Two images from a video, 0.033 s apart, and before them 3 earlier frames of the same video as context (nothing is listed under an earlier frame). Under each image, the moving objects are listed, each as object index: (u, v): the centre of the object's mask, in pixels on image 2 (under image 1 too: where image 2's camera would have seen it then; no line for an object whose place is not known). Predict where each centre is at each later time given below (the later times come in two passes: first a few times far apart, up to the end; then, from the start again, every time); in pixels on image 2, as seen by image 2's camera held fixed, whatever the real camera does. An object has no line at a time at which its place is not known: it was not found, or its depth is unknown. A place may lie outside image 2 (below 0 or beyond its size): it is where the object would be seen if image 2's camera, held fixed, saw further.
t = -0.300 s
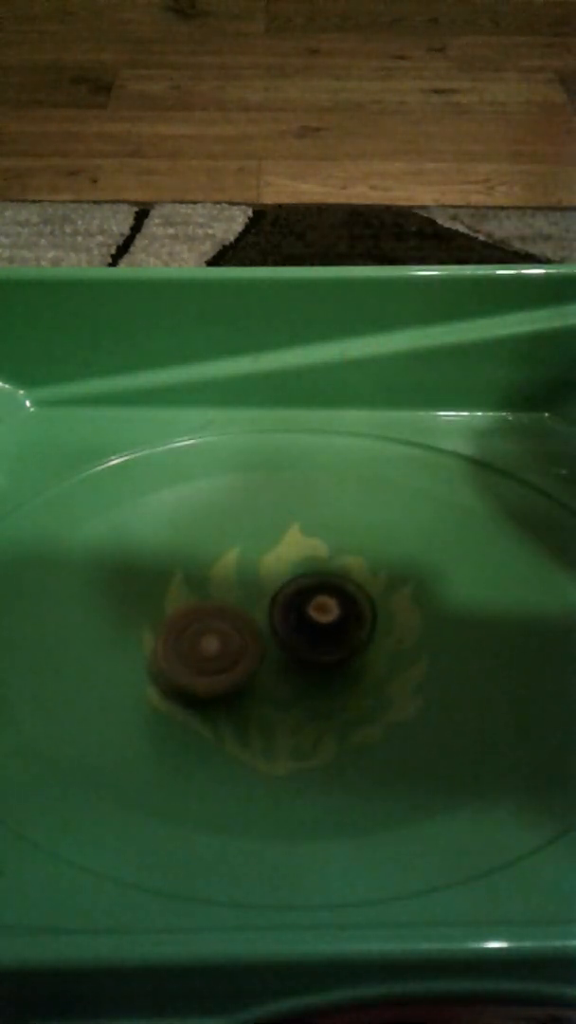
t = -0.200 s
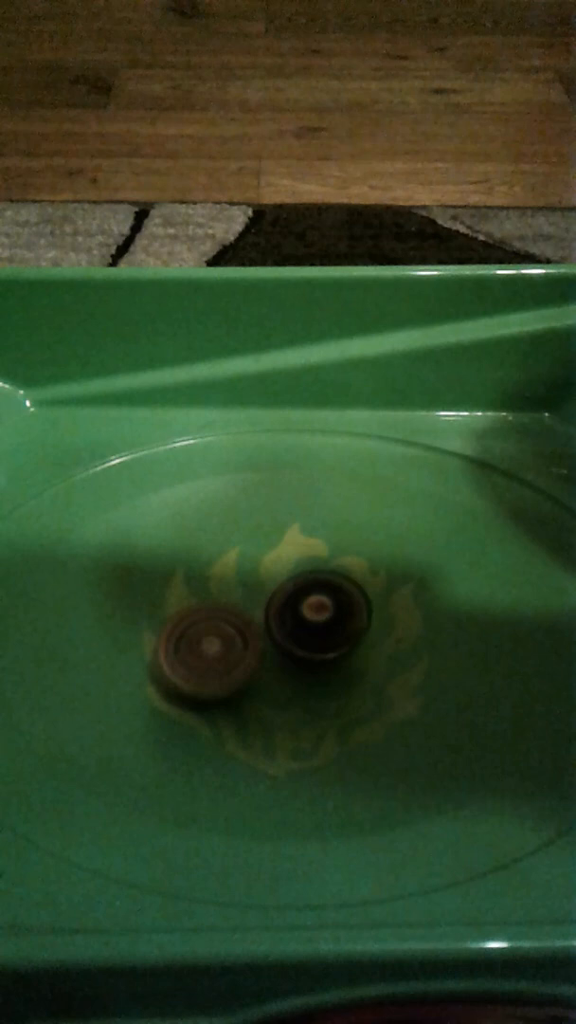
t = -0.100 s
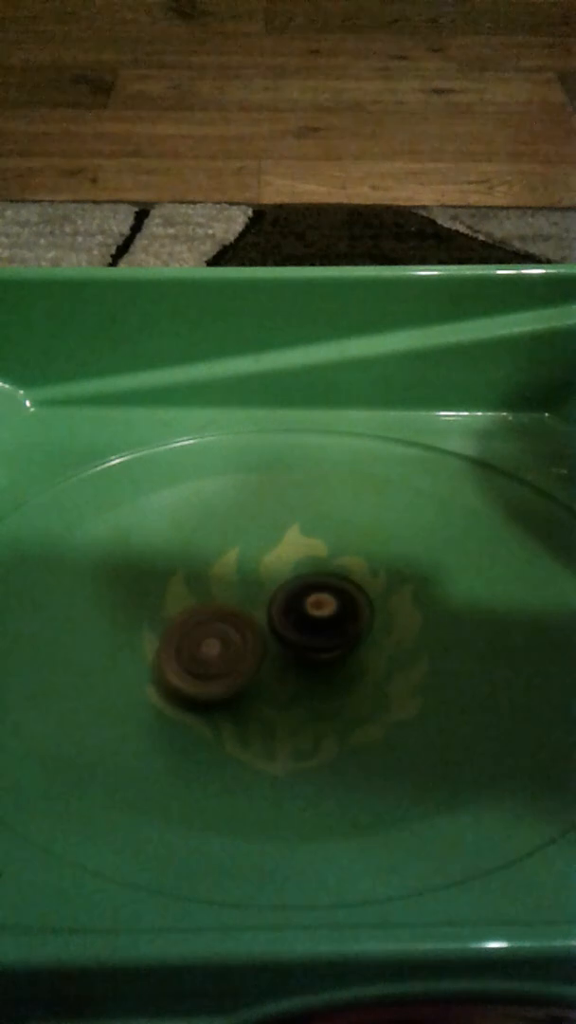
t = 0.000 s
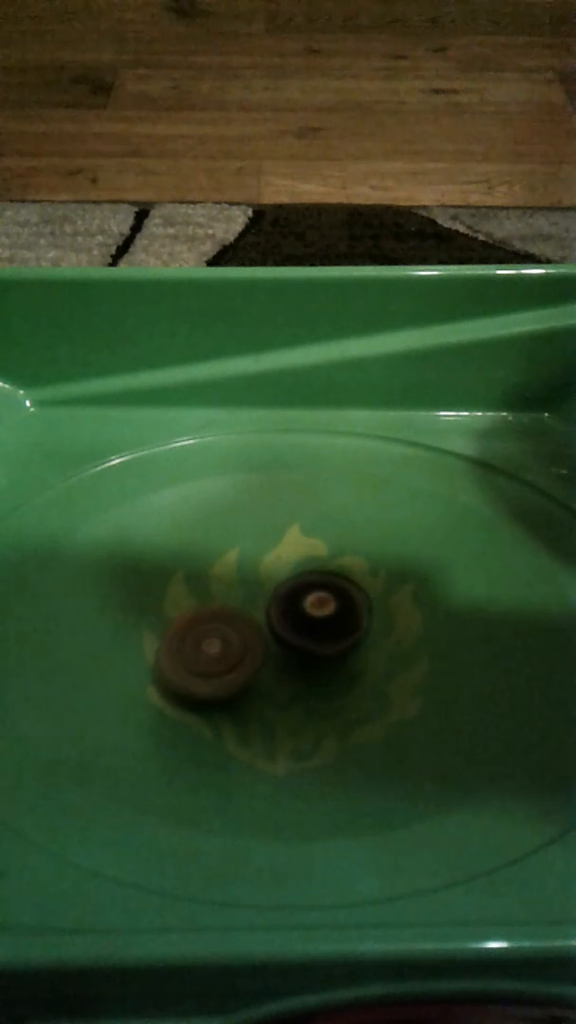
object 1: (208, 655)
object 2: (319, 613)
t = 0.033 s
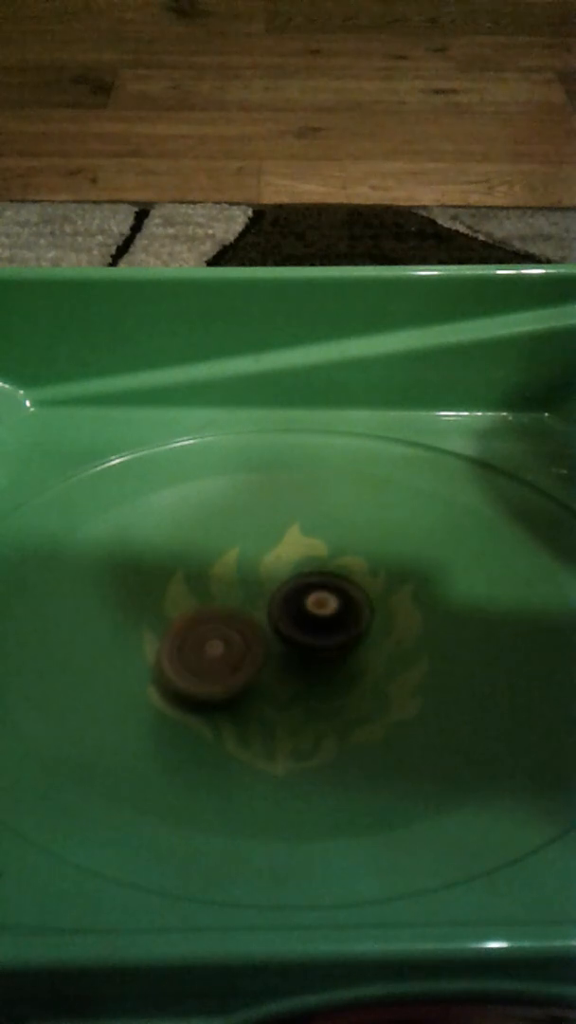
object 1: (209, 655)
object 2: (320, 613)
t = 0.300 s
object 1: (214, 660)
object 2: (319, 614)
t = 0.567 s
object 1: (206, 665)
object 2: (334, 613)
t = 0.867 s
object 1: (218, 672)
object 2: (331, 637)
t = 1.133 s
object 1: (218, 665)
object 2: (351, 647)
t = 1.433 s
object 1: (228, 661)
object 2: (355, 649)
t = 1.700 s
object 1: (246, 658)
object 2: (378, 643)
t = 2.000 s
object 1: (250, 661)
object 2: (385, 644)
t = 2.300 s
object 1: (252, 659)
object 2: (360, 620)
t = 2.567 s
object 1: (257, 660)
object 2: (365, 603)
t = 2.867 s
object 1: (261, 664)
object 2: (367, 606)
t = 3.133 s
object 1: (265, 669)
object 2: (341, 593)
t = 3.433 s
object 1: (263, 668)
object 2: (338, 565)
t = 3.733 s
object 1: (270, 667)
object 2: (341, 559)
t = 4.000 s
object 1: (273, 666)
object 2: (336, 562)
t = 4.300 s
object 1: (275, 669)
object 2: (322, 577)
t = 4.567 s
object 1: (281, 666)
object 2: (289, 577)
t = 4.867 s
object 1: (282, 669)
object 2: (266, 562)
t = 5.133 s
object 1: (287, 671)
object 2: (259, 563)
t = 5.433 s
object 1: (287, 671)
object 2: (250, 572)
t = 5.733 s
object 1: (291, 669)
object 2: (224, 593)
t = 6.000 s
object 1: (292, 667)
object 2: (216, 599)
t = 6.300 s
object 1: (304, 671)
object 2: (222, 608)
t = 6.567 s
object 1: (306, 671)
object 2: (204, 617)
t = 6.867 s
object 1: (316, 662)
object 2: (178, 606)
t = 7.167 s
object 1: (333, 670)
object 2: (208, 615)
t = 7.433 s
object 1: (339, 667)
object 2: (184, 654)
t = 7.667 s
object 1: (346, 656)
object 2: (205, 651)
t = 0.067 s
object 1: (209, 656)
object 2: (319, 613)
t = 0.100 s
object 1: (209, 656)
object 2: (320, 612)
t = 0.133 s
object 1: (208, 657)
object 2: (319, 613)
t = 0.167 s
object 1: (209, 657)
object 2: (320, 612)
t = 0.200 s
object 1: (210, 657)
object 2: (320, 612)
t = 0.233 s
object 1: (212, 659)
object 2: (319, 614)
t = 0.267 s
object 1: (213, 659)
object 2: (319, 614)
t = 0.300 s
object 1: (214, 660)
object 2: (319, 614)
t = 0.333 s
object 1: (213, 662)
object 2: (317, 614)
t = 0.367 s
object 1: (213, 662)
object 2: (317, 614)
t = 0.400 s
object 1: (212, 663)
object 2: (315, 613)
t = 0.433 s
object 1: (213, 661)
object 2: (316, 613)
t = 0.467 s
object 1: (210, 663)
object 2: (319, 612)
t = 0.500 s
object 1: (204, 662)
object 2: (328, 614)
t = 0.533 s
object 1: (205, 662)
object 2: (329, 615)
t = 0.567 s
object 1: (206, 665)
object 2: (334, 613)
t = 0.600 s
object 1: (209, 666)
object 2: (336, 616)
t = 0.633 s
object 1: (207, 669)
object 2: (336, 617)
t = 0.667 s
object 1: (208, 670)
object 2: (338, 621)
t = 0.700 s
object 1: (209, 671)
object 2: (341, 622)
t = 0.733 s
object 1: (210, 672)
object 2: (341, 624)
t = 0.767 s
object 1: (212, 672)
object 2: (336, 626)
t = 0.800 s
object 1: (213, 671)
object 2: (339, 630)
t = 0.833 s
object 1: (217, 671)
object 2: (337, 636)
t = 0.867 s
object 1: (218, 672)
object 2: (331, 637)
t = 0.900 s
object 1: (221, 670)
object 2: (332, 639)
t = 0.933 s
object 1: (221, 670)
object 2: (333, 639)
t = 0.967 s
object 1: (219, 669)
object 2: (336, 641)
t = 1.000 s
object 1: (220, 667)
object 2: (337, 646)
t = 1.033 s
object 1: (220, 664)
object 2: (337, 648)
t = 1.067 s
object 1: (220, 665)
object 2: (338, 648)
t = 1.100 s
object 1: (218, 667)
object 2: (343, 645)
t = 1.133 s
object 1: (218, 665)
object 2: (351, 647)
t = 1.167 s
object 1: (220, 664)
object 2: (351, 654)
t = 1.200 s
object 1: (218, 663)
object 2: (349, 653)
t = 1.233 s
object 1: (218, 663)
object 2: (351, 653)
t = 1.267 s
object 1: (219, 664)
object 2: (350, 651)
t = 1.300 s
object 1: (221, 664)
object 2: (354, 648)
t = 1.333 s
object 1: (222, 663)
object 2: (353, 649)
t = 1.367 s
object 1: (224, 660)
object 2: (353, 650)
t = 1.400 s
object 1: (227, 660)
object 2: (355, 650)
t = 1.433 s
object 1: (228, 661)
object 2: (355, 649)
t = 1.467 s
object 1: (232, 659)
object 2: (357, 648)
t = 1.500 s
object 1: (236, 661)
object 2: (356, 650)
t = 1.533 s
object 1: (238, 659)
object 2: (356, 649)
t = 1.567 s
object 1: (240, 658)
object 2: (363, 650)
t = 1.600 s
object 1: (242, 656)
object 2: (363, 648)
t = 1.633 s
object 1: (244, 656)
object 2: (369, 642)
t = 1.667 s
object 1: (247, 657)
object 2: (374, 643)
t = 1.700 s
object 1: (246, 658)
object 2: (378, 643)
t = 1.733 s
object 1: (245, 659)
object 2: (381, 644)
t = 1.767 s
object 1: (244, 659)
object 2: (385, 642)
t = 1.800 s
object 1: (244, 657)
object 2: (389, 642)
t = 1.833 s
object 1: (247, 657)
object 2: (393, 645)
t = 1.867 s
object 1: (249, 657)
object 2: (386, 646)
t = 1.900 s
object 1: (252, 659)
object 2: (383, 642)
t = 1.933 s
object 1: (252, 661)
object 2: (381, 645)
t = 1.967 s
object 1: (251, 661)
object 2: (383, 644)
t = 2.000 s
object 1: (250, 661)
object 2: (385, 644)
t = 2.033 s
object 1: (248, 659)
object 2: (381, 639)
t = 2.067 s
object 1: (250, 658)
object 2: (381, 639)
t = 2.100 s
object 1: (253, 659)
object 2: (378, 640)
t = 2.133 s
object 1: (253, 660)
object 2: (372, 638)
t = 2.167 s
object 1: (253, 661)
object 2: (371, 637)
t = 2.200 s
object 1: (251, 663)
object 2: (366, 634)
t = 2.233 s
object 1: (251, 659)
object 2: (366, 628)
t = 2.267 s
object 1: (251, 660)
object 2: (364, 624)
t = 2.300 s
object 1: (252, 659)
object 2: (360, 620)
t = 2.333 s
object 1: (254, 660)
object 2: (362, 617)
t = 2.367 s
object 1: (254, 662)
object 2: (362, 616)
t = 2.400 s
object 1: (253, 663)
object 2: (359, 609)
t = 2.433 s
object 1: (254, 664)
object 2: (364, 607)
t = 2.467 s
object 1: (253, 664)
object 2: (362, 606)
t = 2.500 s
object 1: (254, 661)
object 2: (363, 603)
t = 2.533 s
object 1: (256, 660)
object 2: (367, 602)
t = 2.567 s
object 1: (257, 660)
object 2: (365, 603)
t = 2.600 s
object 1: (260, 661)
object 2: (366, 603)
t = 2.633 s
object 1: (260, 665)
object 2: (370, 602)
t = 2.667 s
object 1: (259, 667)
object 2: (369, 600)
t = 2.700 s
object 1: (259, 664)
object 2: (369, 603)
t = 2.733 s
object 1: (256, 663)
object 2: (370, 604)
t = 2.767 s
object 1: (257, 661)
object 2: (367, 603)
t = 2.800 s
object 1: (259, 662)
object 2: (370, 605)
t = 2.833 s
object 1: (262, 662)
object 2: (369, 608)
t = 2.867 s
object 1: (261, 664)
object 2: (367, 606)
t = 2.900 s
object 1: (259, 665)
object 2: (366, 606)
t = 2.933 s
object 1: (259, 664)
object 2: (363, 606)
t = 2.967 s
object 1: (259, 663)
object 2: (360, 604)
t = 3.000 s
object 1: (260, 664)
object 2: (358, 604)
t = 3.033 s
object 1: (263, 663)
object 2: (354, 602)
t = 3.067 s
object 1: (264, 665)
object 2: (352, 600)
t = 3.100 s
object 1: (265, 665)
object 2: (347, 599)
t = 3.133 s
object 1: (265, 669)
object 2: (341, 593)
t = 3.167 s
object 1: (263, 669)
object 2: (340, 591)
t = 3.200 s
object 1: (263, 668)
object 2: (341, 591)
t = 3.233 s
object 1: (264, 667)
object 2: (333, 584)
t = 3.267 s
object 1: (264, 667)
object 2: (334, 580)
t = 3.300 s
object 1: (264, 665)
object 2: (335, 582)
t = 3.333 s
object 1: (265, 668)
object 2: (338, 579)
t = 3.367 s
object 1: (265, 668)
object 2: (337, 576)
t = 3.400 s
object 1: (265, 669)
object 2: (333, 574)
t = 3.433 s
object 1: (263, 668)
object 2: (338, 565)
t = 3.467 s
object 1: (264, 667)
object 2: (342, 571)
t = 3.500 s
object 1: (265, 667)
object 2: (341, 568)
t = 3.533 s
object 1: (268, 666)
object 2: (340, 564)
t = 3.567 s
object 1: (269, 668)
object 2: (339, 565)
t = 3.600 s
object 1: (268, 669)
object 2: (340, 563)
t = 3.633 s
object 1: (268, 670)
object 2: (343, 561)
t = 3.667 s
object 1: (267, 669)
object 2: (340, 563)
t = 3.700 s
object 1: (268, 668)
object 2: (341, 561)
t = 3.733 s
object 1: (270, 667)
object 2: (341, 559)
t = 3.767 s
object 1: (270, 667)
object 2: (341, 562)
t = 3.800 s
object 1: (271, 667)
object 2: (342, 560)
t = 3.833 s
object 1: (271, 669)
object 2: (345, 559)
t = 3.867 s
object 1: (270, 669)
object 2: (345, 561)
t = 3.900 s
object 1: (270, 669)
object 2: (345, 563)
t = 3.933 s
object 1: (269, 670)
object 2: (344, 563)
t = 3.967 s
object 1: (270, 667)
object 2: (340, 565)
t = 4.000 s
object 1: (273, 666)
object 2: (336, 562)
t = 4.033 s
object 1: (274, 666)
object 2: (335, 560)
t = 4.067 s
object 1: (275, 669)
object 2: (334, 562)
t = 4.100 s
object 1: (274, 671)
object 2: (338, 565)
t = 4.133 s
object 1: (274, 671)
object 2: (336, 567)
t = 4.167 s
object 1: (273, 671)
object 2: (330, 572)
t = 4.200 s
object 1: (271, 670)
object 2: (325, 571)
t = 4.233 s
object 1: (271, 671)
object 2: (325, 573)
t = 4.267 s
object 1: (275, 669)
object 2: (326, 575)
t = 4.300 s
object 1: (275, 669)
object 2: (322, 577)
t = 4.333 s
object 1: (275, 670)
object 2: (317, 577)
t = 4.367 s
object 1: (276, 671)
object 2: (311, 579)
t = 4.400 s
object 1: (276, 672)
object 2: (309, 577)
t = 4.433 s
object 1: (275, 671)
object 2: (306, 576)
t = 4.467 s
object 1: (275, 671)
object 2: (301, 578)
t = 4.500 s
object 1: (275, 666)
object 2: (292, 576)
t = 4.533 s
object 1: (279, 664)
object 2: (285, 579)
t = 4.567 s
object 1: (281, 666)
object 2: (289, 577)
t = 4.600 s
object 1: (284, 666)
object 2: (285, 573)
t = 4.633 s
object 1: (284, 669)
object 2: (279, 573)
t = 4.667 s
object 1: (280, 670)
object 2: (276, 572)
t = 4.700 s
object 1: (280, 668)
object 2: (275, 567)
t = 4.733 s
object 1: (280, 668)
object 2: (272, 572)
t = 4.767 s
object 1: (280, 667)
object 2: (277, 568)
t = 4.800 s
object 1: (283, 665)
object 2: (272, 565)
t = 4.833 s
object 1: (283, 669)
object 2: (267, 564)
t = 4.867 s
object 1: (282, 669)
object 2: (266, 562)
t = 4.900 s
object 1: (280, 670)
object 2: (265, 558)
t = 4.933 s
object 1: (279, 670)
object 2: (263, 563)
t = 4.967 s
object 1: (280, 664)
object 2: (267, 560)
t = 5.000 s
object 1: (283, 665)
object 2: (261, 565)
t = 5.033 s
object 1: (284, 666)
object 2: (255, 563)
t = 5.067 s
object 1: (287, 666)
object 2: (258, 564)
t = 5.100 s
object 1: (289, 670)
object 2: (261, 565)
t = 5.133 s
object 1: (287, 671)
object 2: (259, 563)
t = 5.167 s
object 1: (286, 671)
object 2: (254, 561)
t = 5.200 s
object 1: (285, 670)
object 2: (254, 562)
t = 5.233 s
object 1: (284, 668)
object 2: (256, 560)
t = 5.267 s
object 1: (286, 665)
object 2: (258, 565)
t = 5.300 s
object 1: (289, 667)
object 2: (258, 570)
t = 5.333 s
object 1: (289, 668)
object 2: (248, 572)
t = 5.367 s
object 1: (290, 669)
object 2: (247, 571)
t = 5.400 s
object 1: (289, 671)
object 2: (250, 570)
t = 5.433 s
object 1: (287, 671)
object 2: (250, 572)
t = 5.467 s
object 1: (286, 671)
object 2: (245, 582)
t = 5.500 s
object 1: (286, 669)
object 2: (242, 585)
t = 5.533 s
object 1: (287, 666)
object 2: (238, 585)
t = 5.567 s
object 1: (290, 666)
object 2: (233, 589)
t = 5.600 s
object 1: (292, 667)
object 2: (235, 588)
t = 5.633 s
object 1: (295, 668)
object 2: (236, 592)
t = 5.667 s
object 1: (294, 671)
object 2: (235, 593)
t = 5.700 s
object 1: (292, 671)
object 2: (227, 595)
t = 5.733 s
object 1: (291, 669)
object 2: (224, 593)
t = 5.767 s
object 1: (291, 669)
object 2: (220, 597)
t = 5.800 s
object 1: (293, 666)
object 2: (220, 596)
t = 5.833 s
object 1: (296, 664)
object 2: (224, 596)
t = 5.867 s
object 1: (296, 667)
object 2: (229, 597)
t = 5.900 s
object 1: (297, 666)
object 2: (220, 597)
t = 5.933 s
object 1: (296, 669)
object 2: (214, 599)
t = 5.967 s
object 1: (294, 670)
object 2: (214, 599)
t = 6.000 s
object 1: (292, 667)
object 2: (216, 599)
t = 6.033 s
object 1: (293, 666)
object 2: (219, 601)
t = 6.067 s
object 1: (294, 665)
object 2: (220, 602)
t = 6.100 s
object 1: (298, 664)
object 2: (213, 606)
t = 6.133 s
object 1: (300, 670)
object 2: (209, 604)
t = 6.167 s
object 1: (296, 673)
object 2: (210, 601)
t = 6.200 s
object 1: (295, 672)
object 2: (214, 602)
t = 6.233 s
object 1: (297, 670)
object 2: (222, 603)
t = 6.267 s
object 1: (300, 671)
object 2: (223, 607)
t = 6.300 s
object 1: (304, 671)
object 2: (222, 608)
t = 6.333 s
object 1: (306, 672)
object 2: (215, 614)
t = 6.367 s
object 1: (303, 675)
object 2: (208, 619)
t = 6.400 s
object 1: (302, 675)
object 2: (204, 614)
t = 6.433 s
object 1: (301, 675)
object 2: (204, 616)
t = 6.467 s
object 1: (298, 674)
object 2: (204, 616)
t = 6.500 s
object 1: (301, 672)
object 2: (203, 616)
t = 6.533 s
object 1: (304, 671)
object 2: (204, 615)
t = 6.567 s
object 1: (306, 671)
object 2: (204, 617)
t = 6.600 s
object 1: (308, 672)
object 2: (205, 616)
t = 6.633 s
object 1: (309, 673)
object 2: (206, 615)
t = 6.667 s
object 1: (306, 670)
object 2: (205, 614)
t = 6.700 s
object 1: (309, 666)
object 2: (201, 610)
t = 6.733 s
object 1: (311, 665)
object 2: (196, 608)
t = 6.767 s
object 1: (313, 667)
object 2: (191, 607)
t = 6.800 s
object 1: (314, 668)
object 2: (186, 605)
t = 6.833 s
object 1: (313, 664)
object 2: (181, 605)
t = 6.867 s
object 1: (316, 662)
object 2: (178, 606)
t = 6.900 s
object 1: (320, 663)
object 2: (177, 606)
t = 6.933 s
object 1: (323, 664)
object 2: (177, 606)
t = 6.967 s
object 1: (323, 666)
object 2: (179, 606)
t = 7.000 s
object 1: (323, 666)
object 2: (182, 606)
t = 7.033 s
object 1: (323, 664)
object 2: (187, 606)
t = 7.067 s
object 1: (328, 662)
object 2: (192, 607)
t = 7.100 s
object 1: (334, 665)
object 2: (198, 609)
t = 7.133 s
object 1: (334, 666)
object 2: (204, 612)
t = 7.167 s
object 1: (333, 670)
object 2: (208, 615)
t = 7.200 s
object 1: (331, 669)
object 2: (213, 623)
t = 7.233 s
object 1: (332, 665)
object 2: (217, 628)
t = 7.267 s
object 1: (336, 664)
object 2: (220, 633)
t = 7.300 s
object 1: (340, 666)
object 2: (213, 644)
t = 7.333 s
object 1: (342, 667)
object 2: (205, 649)
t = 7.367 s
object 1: (342, 671)
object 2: (197, 654)
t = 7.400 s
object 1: (341, 672)
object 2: (189, 655)
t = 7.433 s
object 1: (339, 667)
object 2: (184, 654)
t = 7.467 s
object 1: (340, 663)
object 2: (181, 654)
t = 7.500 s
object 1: (344, 662)
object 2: (180, 654)
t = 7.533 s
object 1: (347, 662)
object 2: (182, 653)
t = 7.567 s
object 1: (348, 664)
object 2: (185, 654)
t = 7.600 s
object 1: (346, 664)
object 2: (191, 654)
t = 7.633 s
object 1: (343, 660)
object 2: (197, 653)
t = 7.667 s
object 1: (346, 656)
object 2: (205, 651)
